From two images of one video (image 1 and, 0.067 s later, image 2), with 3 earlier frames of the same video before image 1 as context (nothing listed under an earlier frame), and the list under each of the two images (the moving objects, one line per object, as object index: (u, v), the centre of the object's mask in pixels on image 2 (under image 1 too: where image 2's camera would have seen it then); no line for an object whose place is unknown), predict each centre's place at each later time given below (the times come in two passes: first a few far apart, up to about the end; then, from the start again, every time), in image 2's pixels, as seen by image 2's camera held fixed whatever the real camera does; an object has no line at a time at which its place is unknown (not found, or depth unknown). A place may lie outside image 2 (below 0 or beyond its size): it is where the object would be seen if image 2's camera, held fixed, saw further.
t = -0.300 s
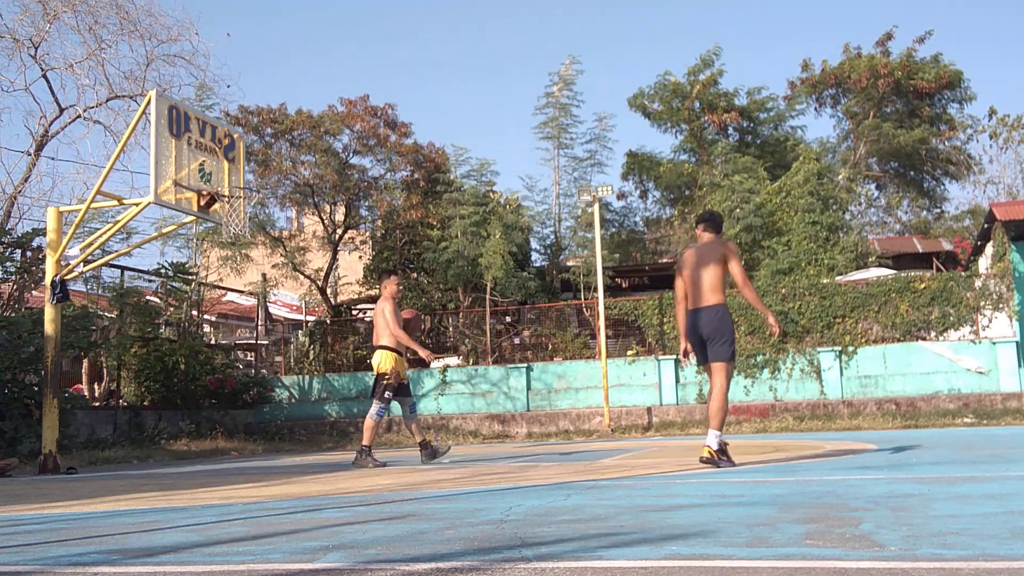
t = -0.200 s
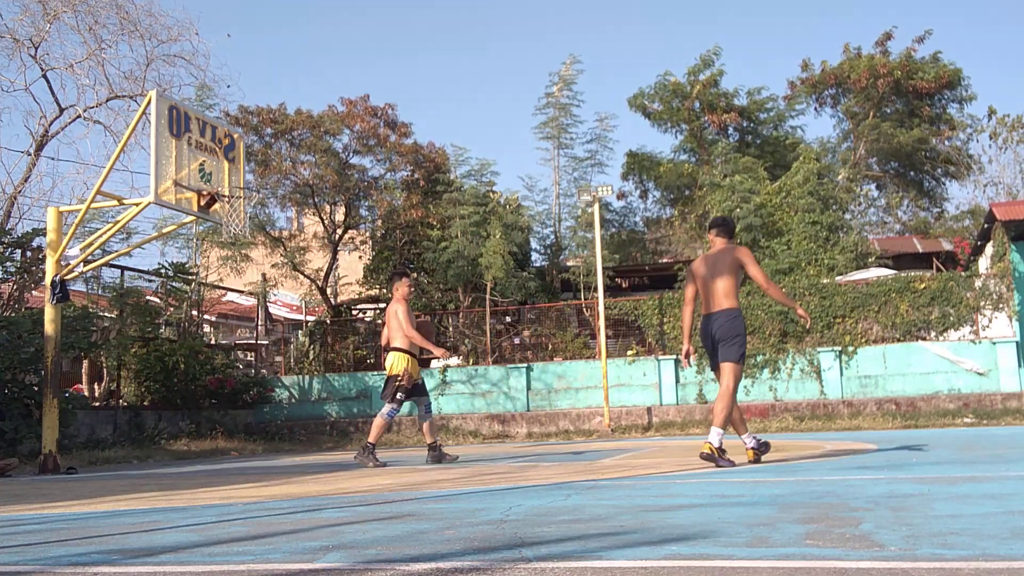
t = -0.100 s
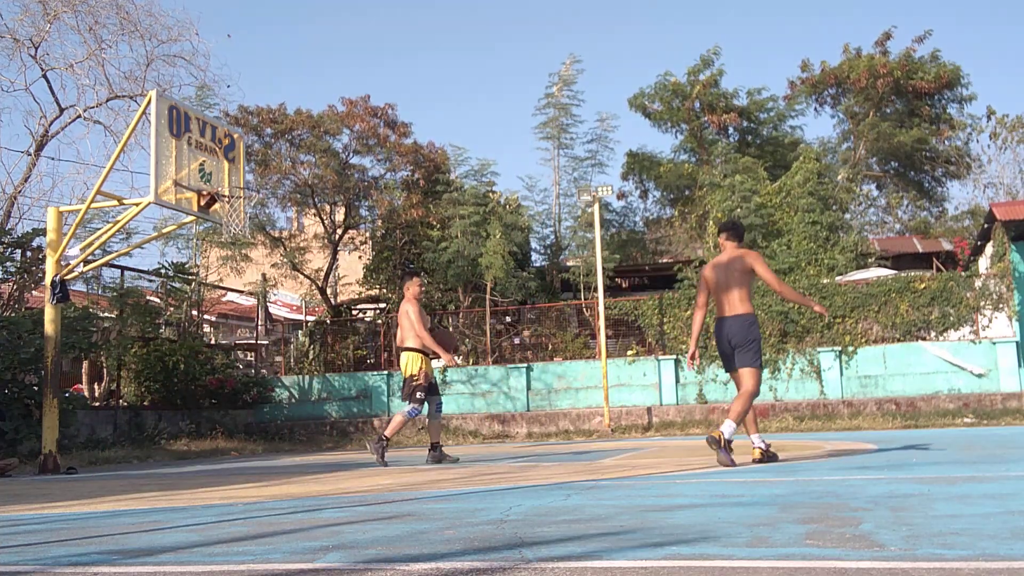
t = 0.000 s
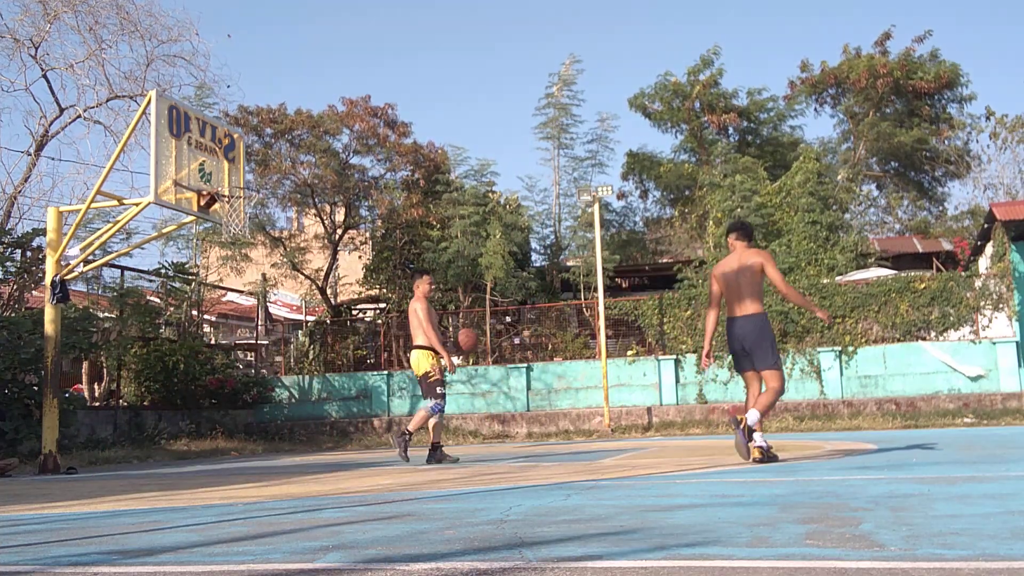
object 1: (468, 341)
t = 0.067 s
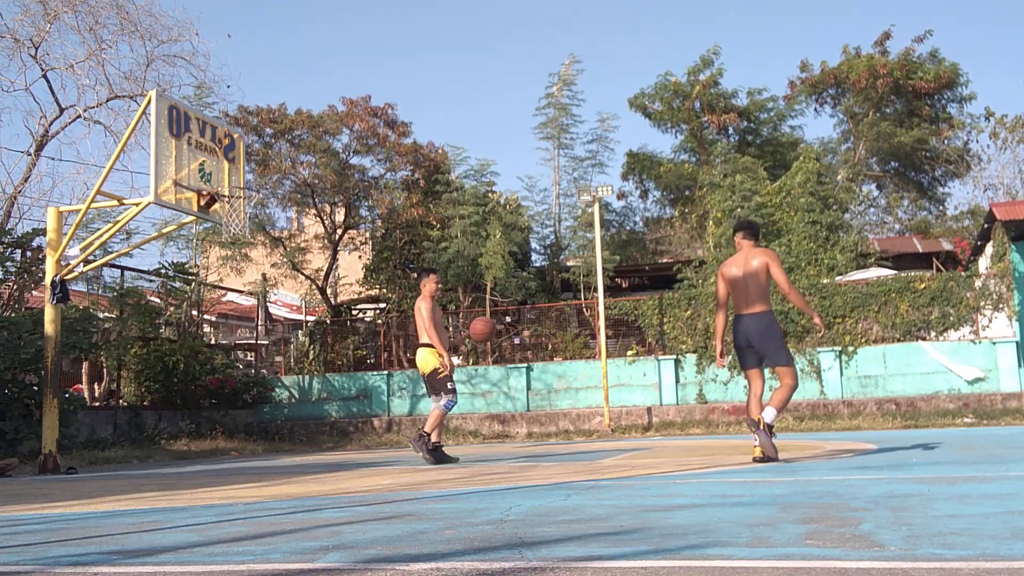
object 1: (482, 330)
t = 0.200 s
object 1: (515, 315)
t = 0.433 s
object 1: (579, 338)
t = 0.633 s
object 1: (640, 414)
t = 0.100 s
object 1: (491, 325)
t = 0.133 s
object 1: (499, 321)
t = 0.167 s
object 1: (507, 317)
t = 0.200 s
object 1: (515, 315)
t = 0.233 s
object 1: (525, 315)
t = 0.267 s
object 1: (533, 316)
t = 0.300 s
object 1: (542, 318)
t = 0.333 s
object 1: (551, 321)
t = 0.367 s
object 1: (560, 326)
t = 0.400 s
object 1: (569, 332)
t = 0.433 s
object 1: (579, 338)
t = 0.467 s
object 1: (589, 347)
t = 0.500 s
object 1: (599, 358)
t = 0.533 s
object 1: (609, 370)
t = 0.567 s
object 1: (619, 383)
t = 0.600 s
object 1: (629, 398)
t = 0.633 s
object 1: (640, 414)
